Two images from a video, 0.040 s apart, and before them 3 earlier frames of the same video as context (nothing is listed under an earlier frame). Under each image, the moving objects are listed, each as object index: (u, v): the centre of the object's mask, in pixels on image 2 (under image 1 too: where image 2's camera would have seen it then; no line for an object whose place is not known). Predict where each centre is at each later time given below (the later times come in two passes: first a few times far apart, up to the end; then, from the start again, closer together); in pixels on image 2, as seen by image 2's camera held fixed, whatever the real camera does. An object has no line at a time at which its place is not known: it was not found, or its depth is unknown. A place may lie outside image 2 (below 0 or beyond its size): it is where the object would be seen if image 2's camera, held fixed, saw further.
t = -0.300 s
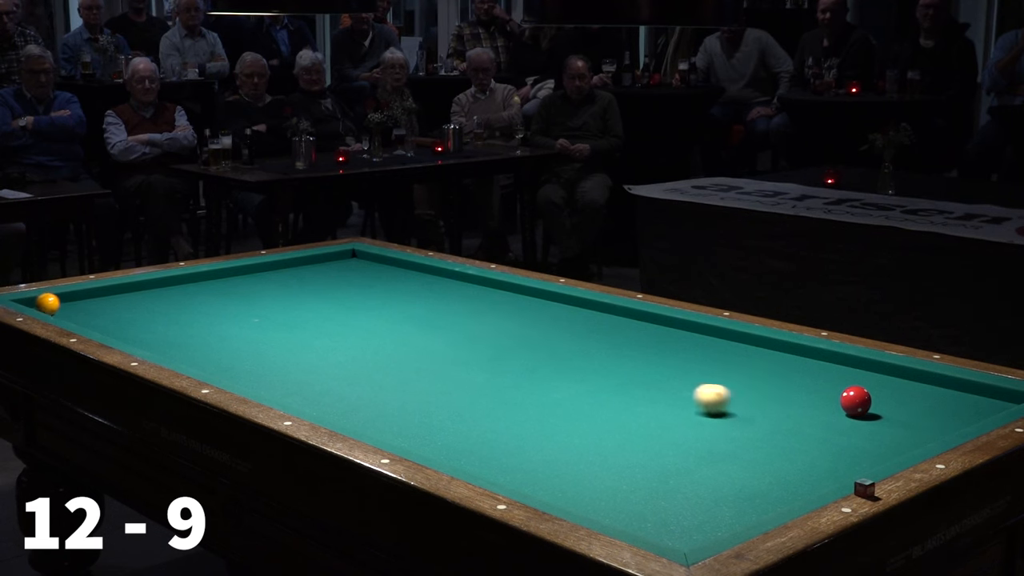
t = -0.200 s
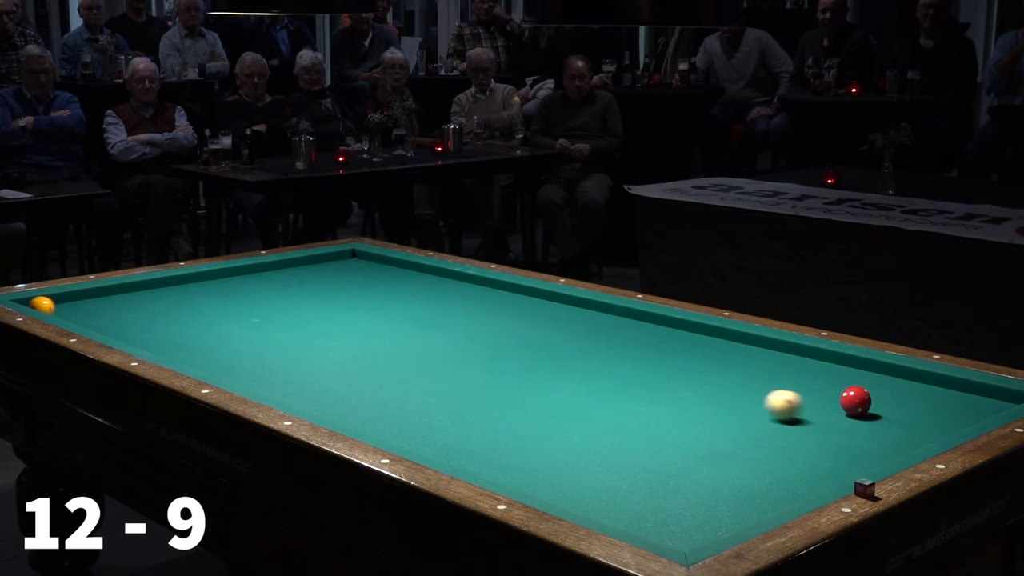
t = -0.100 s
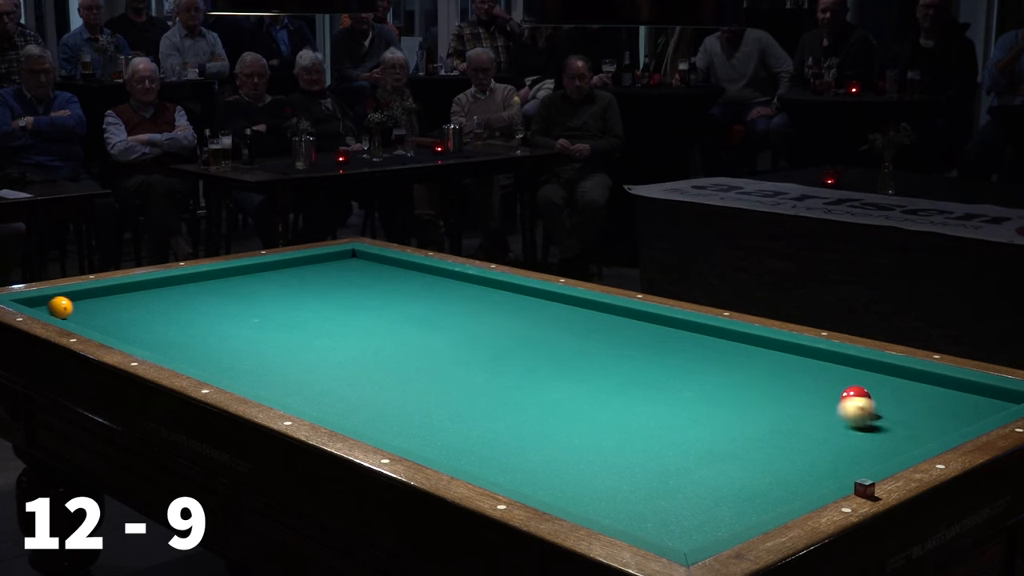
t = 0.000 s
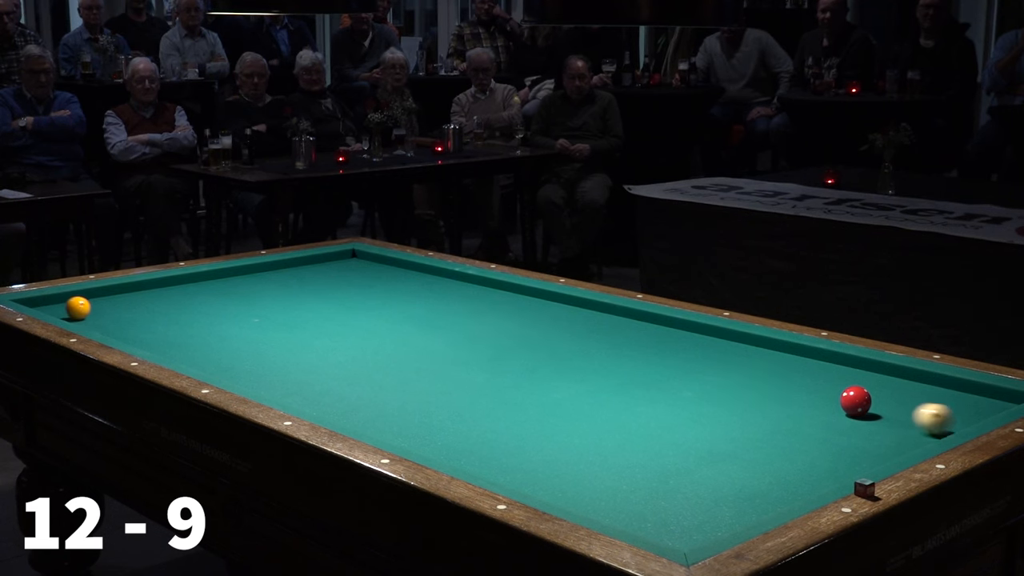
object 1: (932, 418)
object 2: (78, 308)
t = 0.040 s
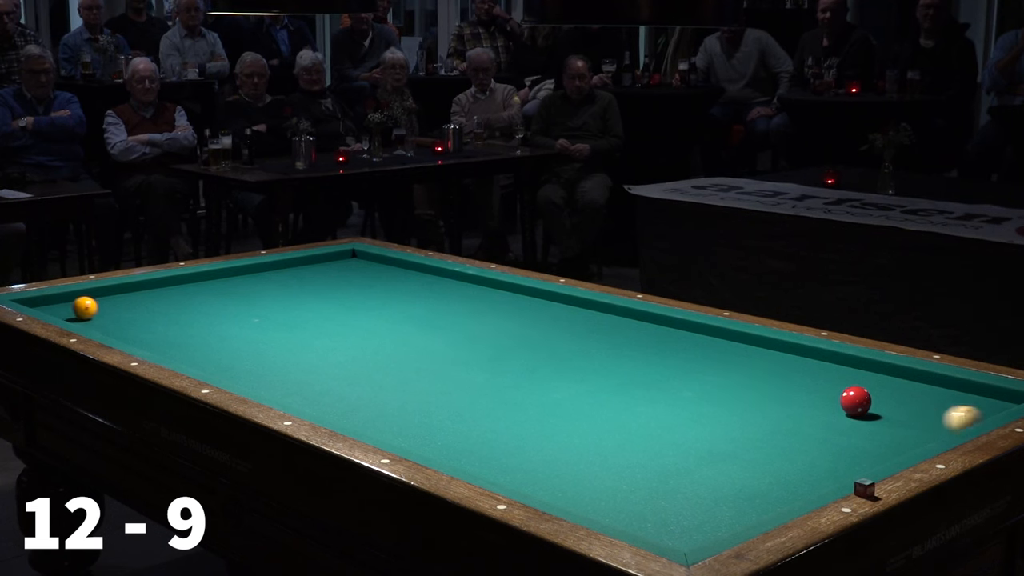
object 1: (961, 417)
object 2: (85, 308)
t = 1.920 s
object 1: (355, 342)
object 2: (386, 311)
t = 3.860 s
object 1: (83, 295)
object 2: (632, 315)
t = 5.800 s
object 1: (207, 306)
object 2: (658, 337)
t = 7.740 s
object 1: (279, 313)
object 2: (665, 343)
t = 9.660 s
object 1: (295, 316)
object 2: (665, 343)
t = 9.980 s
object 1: (295, 316)
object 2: (665, 343)
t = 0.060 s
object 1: (963, 416)
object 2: (88, 308)
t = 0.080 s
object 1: (959, 414)
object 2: (92, 308)
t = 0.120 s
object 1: (950, 407)
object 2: (99, 308)
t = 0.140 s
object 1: (947, 404)
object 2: (102, 308)
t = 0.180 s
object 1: (941, 397)
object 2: (109, 308)
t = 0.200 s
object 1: (938, 394)
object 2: (113, 308)
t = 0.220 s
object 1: (935, 391)
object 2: (116, 308)
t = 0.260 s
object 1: (931, 386)
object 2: (123, 308)
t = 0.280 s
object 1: (929, 383)
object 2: (126, 308)
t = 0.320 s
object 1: (924, 378)
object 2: (134, 309)
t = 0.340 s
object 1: (919, 376)
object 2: (137, 308)
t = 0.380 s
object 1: (901, 375)
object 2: (144, 309)
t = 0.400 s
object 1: (892, 375)
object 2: (147, 309)
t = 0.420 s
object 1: (884, 374)
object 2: (151, 309)
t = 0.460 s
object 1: (867, 373)
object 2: (158, 309)
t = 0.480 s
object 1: (860, 372)
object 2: (161, 309)
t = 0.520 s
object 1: (844, 371)
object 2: (167, 309)
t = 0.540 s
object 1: (836, 371)
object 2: (171, 309)
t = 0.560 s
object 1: (828, 371)
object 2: (174, 309)
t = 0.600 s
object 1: (812, 370)
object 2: (181, 309)
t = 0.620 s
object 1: (804, 370)
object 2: (185, 309)
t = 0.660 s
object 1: (789, 369)
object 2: (191, 309)
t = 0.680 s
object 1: (781, 368)
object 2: (194, 309)
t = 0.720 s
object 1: (766, 367)
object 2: (201, 309)
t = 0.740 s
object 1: (758, 367)
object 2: (204, 309)
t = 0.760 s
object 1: (750, 366)
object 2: (208, 309)
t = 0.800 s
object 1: (736, 365)
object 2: (214, 309)
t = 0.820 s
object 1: (728, 365)
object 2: (217, 310)
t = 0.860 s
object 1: (713, 364)
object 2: (224, 310)
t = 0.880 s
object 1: (706, 364)
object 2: (227, 310)
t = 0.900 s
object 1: (699, 363)
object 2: (230, 310)
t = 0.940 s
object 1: (683, 362)
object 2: (237, 310)
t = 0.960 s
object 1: (677, 362)
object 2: (240, 310)
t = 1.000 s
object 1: (662, 361)
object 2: (246, 310)
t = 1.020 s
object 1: (655, 361)
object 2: (249, 310)
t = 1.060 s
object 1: (640, 360)
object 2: (256, 310)
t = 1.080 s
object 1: (633, 359)
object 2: (259, 309)
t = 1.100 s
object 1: (626, 359)
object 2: (262, 310)
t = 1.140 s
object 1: (611, 358)
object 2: (269, 310)
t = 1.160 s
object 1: (604, 358)
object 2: (272, 310)
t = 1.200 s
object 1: (591, 357)
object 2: (278, 310)
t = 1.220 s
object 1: (584, 356)
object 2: (281, 310)
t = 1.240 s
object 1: (576, 356)
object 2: (284, 310)
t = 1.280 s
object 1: (563, 355)
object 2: (291, 310)
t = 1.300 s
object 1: (556, 355)
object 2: (293, 310)
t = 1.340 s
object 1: (542, 354)
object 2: (300, 310)
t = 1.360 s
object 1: (535, 353)
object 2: (302, 310)
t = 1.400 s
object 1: (522, 352)
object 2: (309, 310)
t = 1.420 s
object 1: (516, 352)
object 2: (312, 310)
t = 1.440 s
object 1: (509, 351)
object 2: (315, 310)
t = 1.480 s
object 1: (495, 350)
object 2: (321, 310)
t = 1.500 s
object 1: (489, 350)
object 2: (324, 310)
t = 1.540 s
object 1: (475, 349)
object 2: (330, 310)
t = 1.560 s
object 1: (469, 349)
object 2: (333, 310)
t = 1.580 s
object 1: (462, 349)
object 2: (336, 310)
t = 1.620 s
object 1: (449, 348)
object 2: (342, 311)
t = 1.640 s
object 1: (443, 348)
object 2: (345, 310)
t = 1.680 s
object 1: (430, 347)
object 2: (351, 311)
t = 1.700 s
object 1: (423, 347)
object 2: (354, 310)
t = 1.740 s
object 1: (411, 346)
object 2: (360, 311)
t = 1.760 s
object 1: (405, 345)
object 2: (363, 311)
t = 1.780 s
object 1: (398, 345)
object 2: (365, 311)
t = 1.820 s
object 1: (386, 344)
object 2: (371, 311)
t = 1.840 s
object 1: (379, 344)
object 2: (374, 311)
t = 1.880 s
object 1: (367, 343)
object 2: (380, 311)
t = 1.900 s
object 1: (361, 342)
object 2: (383, 311)
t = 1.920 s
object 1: (355, 342)
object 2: (386, 311)
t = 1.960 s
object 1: (342, 341)
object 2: (392, 311)
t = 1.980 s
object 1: (337, 341)
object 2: (394, 311)
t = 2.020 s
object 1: (324, 340)
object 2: (400, 311)
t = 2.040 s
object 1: (318, 340)
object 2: (403, 311)
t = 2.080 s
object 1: (306, 339)
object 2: (409, 311)
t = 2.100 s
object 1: (300, 339)
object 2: (411, 312)
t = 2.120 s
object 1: (294, 339)
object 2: (414, 311)
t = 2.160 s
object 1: (283, 338)
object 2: (420, 312)
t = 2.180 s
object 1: (277, 338)
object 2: (423, 312)
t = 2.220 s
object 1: (266, 337)
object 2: (428, 312)
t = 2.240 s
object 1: (260, 336)
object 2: (431, 312)
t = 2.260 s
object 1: (254, 336)
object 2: (434, 312)
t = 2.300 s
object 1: (243, 335)
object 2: (439, 312)
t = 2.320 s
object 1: (237, 335)
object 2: (442, 312)
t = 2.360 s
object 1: (226, 334)
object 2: (447, 312)
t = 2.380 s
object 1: (220, 334)
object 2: (450, 312)
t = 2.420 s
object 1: (209, 333)
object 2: (456, 312)
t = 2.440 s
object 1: (204, 333)
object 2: (458, 312)
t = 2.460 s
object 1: (198, 332)
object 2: (461, 312)
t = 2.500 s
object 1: (187, 331)
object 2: (466, 312)
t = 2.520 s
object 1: (181, 331)
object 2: (469, 312)
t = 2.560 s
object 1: (171, 331)
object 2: (474, 312)
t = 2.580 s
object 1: (165, 330)
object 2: (477, 313)
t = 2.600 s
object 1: (160, 330)
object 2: (480, 312)
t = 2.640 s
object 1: (149, 329)
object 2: (485, 313)
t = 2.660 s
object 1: (144, 329)
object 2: (487, 313)
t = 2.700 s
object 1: (134, 328)
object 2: (492, 313)
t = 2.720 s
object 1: (128, 328)
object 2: (495, 313)
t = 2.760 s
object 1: (119, 327)
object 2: (500, 313)
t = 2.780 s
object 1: (113, 326)
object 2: (503, 313)
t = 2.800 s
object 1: (108, 325)
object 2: (506, 313)
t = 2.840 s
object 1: (98, 323)
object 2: (511, 313)
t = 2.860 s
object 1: (93, 322)
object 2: (513, 313)
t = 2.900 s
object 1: (84, 321)
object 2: (518, 313)
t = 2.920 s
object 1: (83, 320)
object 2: (521, 313)
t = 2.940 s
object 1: (83, 320)
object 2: (524, 313)
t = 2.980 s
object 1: (83, 318)
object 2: (528, 313)
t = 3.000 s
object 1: (82, 318)
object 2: (531, 313)
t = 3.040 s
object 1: (82, 317)
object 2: (536, 313)
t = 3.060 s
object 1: (82, 316)
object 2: (538, 313)
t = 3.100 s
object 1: (81, 316)
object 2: (543, 314)
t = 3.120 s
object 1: (81, 315)
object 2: (546, 314)
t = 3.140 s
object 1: (81, 315)
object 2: (548, 314)
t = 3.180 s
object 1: (81, 314)
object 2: (553, 314)
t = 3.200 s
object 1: (80, 313)
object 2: (556, 314)
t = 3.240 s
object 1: (80, 312)
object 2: (561, 314)
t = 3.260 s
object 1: (79, 311)
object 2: (563, 314)
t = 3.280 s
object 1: (79, 310)
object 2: (565, 314)
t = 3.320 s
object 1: (79, 308)
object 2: (570, 314)
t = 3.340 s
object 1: (79, 308)
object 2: (573, 314)
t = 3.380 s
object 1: (79, 306)
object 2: (577, 314)
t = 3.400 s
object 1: (78, 306)
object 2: (580, 314)
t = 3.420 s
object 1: (78, 305)
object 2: (582, 314)
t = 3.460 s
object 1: (78, 304)
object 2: (587, 314)
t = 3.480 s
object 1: (78, 303)
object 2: (589, 314)
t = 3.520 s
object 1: (77, 302)
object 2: (594, 314)
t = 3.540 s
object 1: (77, 301)
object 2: (596, 314)
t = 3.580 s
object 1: (77, 299)
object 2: (601, 314)
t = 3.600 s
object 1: (77, 299)
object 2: (603, 314)
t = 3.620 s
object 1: (77, 299)
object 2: (605, 314)
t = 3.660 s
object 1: (76, 297)
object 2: (610, 314)
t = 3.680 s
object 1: (76, 296)
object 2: (612, 315)
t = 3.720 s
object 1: (76, 295)
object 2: (617, 315)
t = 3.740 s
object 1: (76, 295)
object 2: (619, 314)
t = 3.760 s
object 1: (76, 294)
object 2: (621, 315)
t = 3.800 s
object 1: (79, 294)
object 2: (626, 315)
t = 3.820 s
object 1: (80, 294)
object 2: (628, 315)
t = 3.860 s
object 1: (83, 295)
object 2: (632, 315)
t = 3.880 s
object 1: (85, 295)
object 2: (635, 315)
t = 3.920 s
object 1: (88, 295)
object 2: (638, 315)
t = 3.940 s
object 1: (89, 295)
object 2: (639, 315)
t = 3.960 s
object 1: (90, 295)
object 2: (639, 315)
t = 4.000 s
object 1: (94, 295)
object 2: (639, 316)
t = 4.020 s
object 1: (95, 296)
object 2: (639, 316)
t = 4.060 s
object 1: (98, 296)
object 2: (640, 317)
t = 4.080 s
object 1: (99, 296)
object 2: (640, 317)
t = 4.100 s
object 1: (101, 296)
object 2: (640, 318)
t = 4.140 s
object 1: (104, 297)
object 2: (641, 318)
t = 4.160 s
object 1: (105, 297)
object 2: (641, 319)
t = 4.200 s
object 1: (108, 297)
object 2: (641, 319)
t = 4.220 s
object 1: (110, 297)
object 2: (642, 319)
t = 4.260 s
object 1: (113, 297)
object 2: (642, 320)
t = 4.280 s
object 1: (114, 297)
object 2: (643, 320)
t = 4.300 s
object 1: (115, 298)
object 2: (643, 320)
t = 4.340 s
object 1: (118, 298)
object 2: (643, 321)
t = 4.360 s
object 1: (119, 298)
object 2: (643, 321)
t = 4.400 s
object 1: (123, 298)
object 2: (644, 322)
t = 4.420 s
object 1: (124, 298)
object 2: (644, 322)
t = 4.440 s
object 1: (125, 298)
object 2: (644, 322)
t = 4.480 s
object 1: (128, 298)
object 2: (644, 323)
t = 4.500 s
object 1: (129, 298)
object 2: (645, 323)
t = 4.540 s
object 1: (132, 299)
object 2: (645, 323)
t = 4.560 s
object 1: (133, 299)
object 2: (645, 324)
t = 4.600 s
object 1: (136, 299)
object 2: (646, 324)
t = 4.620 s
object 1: (137, 299)
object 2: (646, 324)
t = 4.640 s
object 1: (138, 300)
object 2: (646, 325)
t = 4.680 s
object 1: (141, 300)
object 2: (647, 325)
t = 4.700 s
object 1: (142, 300)
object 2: (647, 325)
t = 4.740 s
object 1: (145, 300)
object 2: (647, 326)
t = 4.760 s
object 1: (146, 300)
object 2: (648, 326)
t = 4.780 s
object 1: (147, 300)
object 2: (648, 327)
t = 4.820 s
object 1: (150, 300)
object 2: (648, 327)
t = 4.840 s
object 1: (151, 300)
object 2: (649, 327)
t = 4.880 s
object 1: (154, 301)
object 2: (649, 328)
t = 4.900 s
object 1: (155, 301)
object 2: (649, 328)
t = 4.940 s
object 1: (158, 301)
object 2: (650, 328)
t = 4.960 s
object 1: (159, 301)
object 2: (650, 329)
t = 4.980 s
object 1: (160, 301)
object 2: (650, 329)
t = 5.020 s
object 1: (163, 302)
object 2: (651, 330)
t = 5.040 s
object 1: (164, 302)
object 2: (651, 330)
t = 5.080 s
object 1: (166, 302)
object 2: (651, 330)
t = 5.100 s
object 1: (167, 302)
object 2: (652, 330)
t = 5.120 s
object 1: (168, 302)
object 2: (652, 330)
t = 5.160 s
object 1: (171, 303)
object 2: (652, 331)
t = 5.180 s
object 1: (172, 302)
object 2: (652, 331)
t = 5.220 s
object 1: (174, 303)
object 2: (653, 332)
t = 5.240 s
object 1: (176, 303)
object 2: (653, 332)
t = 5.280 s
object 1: (178, 303)
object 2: (653, 332)
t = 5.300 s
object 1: (179, 303)
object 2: (653, 333)
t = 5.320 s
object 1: (180, 303)
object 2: (654, 333)
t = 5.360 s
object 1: (182, 304)
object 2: (654, 333)
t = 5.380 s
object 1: (184, 304)
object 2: (654, 333)
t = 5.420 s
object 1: (186, 304)
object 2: (655, 334)
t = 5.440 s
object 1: (187, 304)
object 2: (655, 334)
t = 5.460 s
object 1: (188, 304)
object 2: (655, 334)
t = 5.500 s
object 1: (190, 304)
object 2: (656, 334)
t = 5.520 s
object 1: (192, 304)
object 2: (656, 335)
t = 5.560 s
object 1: (194, 304)
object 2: (656, 335)
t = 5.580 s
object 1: (195, 305)
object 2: (656, 335)
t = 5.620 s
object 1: (197, 304)
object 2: (657, 335)
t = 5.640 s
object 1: (198, 304)
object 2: (657, 335)
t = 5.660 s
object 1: (199, 305)
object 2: (657, 335)
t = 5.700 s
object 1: (201, 305)
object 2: (657, 336)
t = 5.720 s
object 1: (202, 305)
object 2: (658, 336)
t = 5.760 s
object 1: (205, 305)
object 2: (658, 336)
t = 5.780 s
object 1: (206, 306)
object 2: (658, 336)
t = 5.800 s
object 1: (207, 306)
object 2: (658, 337)
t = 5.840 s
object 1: (209, 306)
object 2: (659, 337)
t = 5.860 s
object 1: (210, 306)
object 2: (659, 337)
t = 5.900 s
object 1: (212, 306)
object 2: (659, 337)
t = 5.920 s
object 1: (212, 306)
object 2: (659, 338)
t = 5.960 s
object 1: (214, 306)
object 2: (659, 338)
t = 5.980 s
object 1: (215, 306)
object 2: (660, 338)
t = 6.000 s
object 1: (217, 306)
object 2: (660, 338)
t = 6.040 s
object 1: (218, 307)
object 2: (660, 338)
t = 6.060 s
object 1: (219, 307)
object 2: (660, 339)
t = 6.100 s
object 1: (221, 307)
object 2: (660, 339)
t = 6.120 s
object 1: (222, 307)
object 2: (661, 339)
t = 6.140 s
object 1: (223, 307)
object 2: (661, 339)
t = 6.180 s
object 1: (225, 307)
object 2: (661, 339)
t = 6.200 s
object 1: (226, 307)
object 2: (661, 340)
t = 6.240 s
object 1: (228, 307)
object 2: (661, 340)
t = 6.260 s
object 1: (229, 307)
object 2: (661, 340)
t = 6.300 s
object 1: (231, 308)
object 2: (662, 340)
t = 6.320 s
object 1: (231, 308)
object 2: (662, 340)
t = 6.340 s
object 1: (232, 308)
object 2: (662, 340)
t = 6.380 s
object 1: (234, 308)
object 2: (662, 341)
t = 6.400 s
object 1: (235, 308)
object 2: (662, 341)
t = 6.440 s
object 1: (236, 308)
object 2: (663, 341)
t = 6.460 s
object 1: (237, 309)
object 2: (663, 341)
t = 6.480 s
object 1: (238, 309)
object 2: (663, 341)
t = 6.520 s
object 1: (240, 309)
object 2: (663, 341)
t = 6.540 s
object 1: (241, 309)
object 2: (663, 341)
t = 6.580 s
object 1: (242, 309)
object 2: (663, 341)
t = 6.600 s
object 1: (243, 309)
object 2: (663, 342)
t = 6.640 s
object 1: (245, 309)
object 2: (663, 342)
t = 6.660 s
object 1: (245, 309)
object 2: (663, 342)
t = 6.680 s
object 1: (246, 309)
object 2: (664, 342)
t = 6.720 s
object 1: (248, 310)
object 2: (664, 342)
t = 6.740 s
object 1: (248, 310)
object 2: (664, 342)
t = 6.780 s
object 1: (250, 310)
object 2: (664, 342)
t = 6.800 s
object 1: (250, 310)
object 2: (664, 342)
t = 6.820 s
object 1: (251, 310)
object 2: (664, 342)
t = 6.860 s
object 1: (253, 310)
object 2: (664, 342)
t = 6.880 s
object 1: (253, 310)
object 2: (664, 342)
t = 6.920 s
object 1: (255, 310)
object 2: (665, 342)
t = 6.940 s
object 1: (256, 310)
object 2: (665, 342)
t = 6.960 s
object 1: (256, 310)
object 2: (665, 342)
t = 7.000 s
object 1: (258, 311)
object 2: (665, 343)
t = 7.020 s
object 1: (258, 311)
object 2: (665, 343)
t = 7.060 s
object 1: (260, 311)
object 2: (665, 343)
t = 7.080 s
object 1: (260, 311)
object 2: (665, 343)
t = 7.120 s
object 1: (262, 311)
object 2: (665, 343)
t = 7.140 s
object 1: (262, 311)
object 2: (665, 343)
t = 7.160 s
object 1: (263, 311)
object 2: (665, 343)
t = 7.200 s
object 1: (264, 312)
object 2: (665, 343)
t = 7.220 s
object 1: (265, 312)
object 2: (665, 343)
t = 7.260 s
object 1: (266, 312)
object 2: (665, 343)
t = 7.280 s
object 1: (267, 312)
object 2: (665, 343)
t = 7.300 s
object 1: (267, 312)
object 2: (665, 343)
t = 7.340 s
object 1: (268, 312)
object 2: (665, 343)
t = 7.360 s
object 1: (269, 312)
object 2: (665, 343)
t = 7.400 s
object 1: (270, 312)
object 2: (665, 343)
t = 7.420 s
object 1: (271, 313)
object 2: (665, 343)
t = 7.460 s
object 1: (272, 312)
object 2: (665, 343)
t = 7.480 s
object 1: (272, 313)
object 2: (665, 343)
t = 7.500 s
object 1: (273, 313)
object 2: (665, 343)
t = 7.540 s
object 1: (274, 313)
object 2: (665, 343)
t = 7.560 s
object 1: (274, 313)
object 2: (665, 343)
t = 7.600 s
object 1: (275, 313)
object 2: (665, 343)
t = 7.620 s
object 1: (276, 313)
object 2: (665, 343)
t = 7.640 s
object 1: (276, 313)
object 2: (665, 343)
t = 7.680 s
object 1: (277, 313)
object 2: (665, 343)
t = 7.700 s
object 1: (278, 313)
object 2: (665, 343)
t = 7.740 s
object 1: (279, 313)
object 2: (665, 343)
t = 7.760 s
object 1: (279, 313)
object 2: (665, 343)
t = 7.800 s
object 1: (280, 313)
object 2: (665, 343)
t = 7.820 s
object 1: (280, 313)
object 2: (665, 343)
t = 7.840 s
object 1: (281, 313)
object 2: (665, 343)
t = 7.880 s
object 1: (282, 313)
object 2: (665, 343)
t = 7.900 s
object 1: (282, 313)
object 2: (665, 343)
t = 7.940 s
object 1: (283, 314)
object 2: (665, 343)
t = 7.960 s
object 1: (283, 314)
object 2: (665, 343)
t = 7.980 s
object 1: (284, 314)
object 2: (665, 343)
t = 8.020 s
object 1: (284, 314)
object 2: (665, 343)
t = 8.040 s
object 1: (285, 314)
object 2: (665, 343)
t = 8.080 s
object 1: (285, 314)
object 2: (665, 343)
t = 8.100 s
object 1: (286, 314)
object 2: (665, 343)
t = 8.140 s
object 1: (286, 314)
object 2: (665, 343)
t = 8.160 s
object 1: (287, 314)
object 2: (665, 343)
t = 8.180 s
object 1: (287, 314)
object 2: (665, 343)
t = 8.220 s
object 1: (288, 315)
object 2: (665, 343)
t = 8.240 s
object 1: (288, 314)
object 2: (665, 343)
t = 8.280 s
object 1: (288, 314)
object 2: (665, 343)
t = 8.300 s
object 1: (289, 314)
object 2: (665, 343)
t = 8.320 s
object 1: (289, 315)
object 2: (665, 343)
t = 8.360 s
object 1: (289, 314)
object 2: (665, 343)
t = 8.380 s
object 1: (290, 314)
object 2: (665, 343)
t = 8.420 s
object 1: (290, 315)
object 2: (665, 343)
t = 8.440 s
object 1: (290, 315)
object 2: (665, 343)
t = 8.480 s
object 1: (291, 315)
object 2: (665, 343)
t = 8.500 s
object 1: (291, 315)
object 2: (665, 343)
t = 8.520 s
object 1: (291, 315)
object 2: (665, 343)
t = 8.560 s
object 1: (292, 315)
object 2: (665, 343)
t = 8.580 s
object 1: (292, 315)
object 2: (665, 343)
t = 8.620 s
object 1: (292, 315)
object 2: (665, 343)
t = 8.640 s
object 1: (293, 315)
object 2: (665, 343)
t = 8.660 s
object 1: (293, 315)
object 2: (665, 343)
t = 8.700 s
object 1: (293, 315)
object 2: (665, 343)
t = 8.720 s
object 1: (293, 315)
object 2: (665, 343)
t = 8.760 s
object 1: (293, 315)
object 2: (665, 343)
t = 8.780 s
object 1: (293, 315)
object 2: (665, 343)
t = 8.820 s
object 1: (294, 315)
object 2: (665, 343)
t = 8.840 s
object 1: (294, 315)
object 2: (665, 343)
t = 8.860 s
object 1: (294, 315)
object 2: (665, 343)
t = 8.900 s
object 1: (294, 315)
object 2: (665, 343)
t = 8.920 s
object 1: (294, 315)
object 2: (665, 343)
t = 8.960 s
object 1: (294, 315)
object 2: (665, 343)
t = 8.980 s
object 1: (294, 315)
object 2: (665, 343)
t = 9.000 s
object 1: (294, 315)
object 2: (665, 343)
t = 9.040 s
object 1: (294, 315)
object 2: (665, 343)
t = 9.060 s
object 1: (294, 315)
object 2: (665, 343)
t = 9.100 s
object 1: (294, 315)
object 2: (665, 343)
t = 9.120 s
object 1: (294, 315)
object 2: (665, 343)
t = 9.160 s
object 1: (295, 315)
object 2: (665, 343)
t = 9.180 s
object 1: (295, 315)
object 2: (665, 343)
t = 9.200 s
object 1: (295, 315)
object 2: (665, 343)
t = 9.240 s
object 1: (295, 315)
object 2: (665, 343)
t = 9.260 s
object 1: (295, 315)
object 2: (665, 343)
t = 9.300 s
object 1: (295, 316)
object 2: (665, 343)
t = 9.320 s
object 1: (295, 315)
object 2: (665, 343)
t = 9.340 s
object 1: (295, 316)
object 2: (665, 343)
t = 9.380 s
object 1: (295, 316)
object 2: (665, 343)
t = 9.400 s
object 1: (295, 316)
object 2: (665, 343)
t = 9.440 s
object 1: (295, 316)
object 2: (665, 343)
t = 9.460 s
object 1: (295, 316)
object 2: (665, 343)
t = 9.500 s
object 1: (295, 316)
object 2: (665, 343)
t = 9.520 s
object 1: (295, 316)
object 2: (665, 343)
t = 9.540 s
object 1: (295, 316)
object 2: (665, 343)
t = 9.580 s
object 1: (295, 315)
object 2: (665, 343)
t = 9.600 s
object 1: (295, 316)
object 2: (665, 343)
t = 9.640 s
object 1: (295, 316)
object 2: (665, 343)
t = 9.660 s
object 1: (295, 316)
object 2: (665, 343)
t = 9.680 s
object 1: (295, 316)
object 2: (665, 343)
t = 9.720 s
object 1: (295, 316)
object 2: (665, 343)
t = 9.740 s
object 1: (295, 316)
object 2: (665, 343)
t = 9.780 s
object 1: (295, 316)
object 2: (665, 343)
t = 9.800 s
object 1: (295, 316)
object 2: (665, 343)
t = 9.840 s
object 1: (295, 316)
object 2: (665, 343)
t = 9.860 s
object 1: (295, 316)
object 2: (665, 343)
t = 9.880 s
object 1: (295, 316)
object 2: (665, 343)
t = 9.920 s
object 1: (295, 316)
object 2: (665, 343)
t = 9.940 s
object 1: (295, 316)
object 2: (665, 343)
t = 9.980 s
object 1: (295, 316)
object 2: (665, 343)
